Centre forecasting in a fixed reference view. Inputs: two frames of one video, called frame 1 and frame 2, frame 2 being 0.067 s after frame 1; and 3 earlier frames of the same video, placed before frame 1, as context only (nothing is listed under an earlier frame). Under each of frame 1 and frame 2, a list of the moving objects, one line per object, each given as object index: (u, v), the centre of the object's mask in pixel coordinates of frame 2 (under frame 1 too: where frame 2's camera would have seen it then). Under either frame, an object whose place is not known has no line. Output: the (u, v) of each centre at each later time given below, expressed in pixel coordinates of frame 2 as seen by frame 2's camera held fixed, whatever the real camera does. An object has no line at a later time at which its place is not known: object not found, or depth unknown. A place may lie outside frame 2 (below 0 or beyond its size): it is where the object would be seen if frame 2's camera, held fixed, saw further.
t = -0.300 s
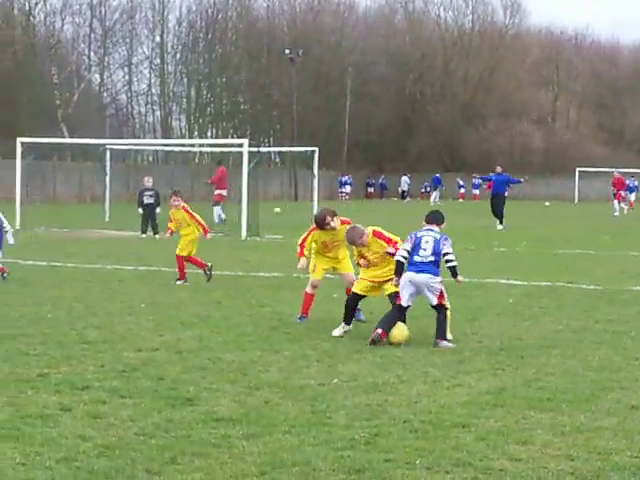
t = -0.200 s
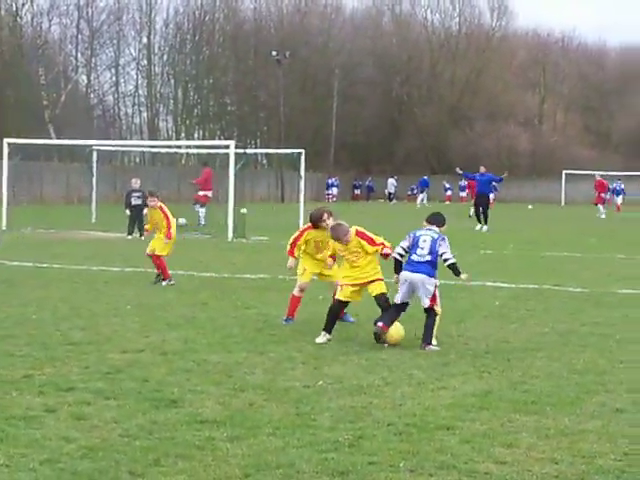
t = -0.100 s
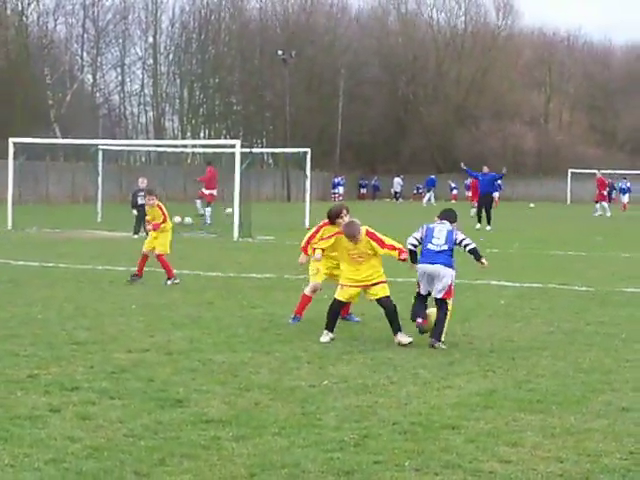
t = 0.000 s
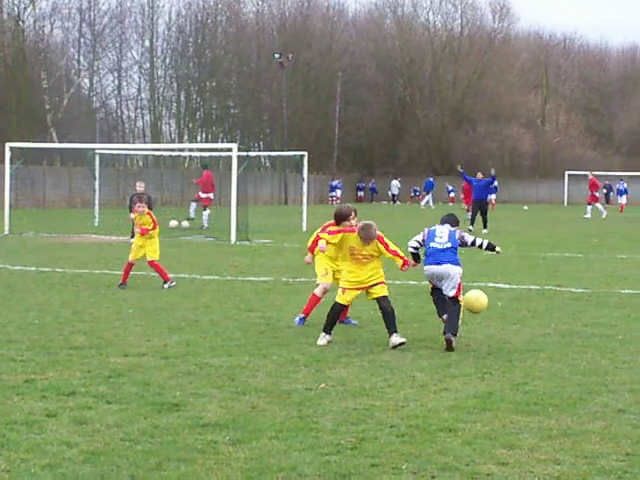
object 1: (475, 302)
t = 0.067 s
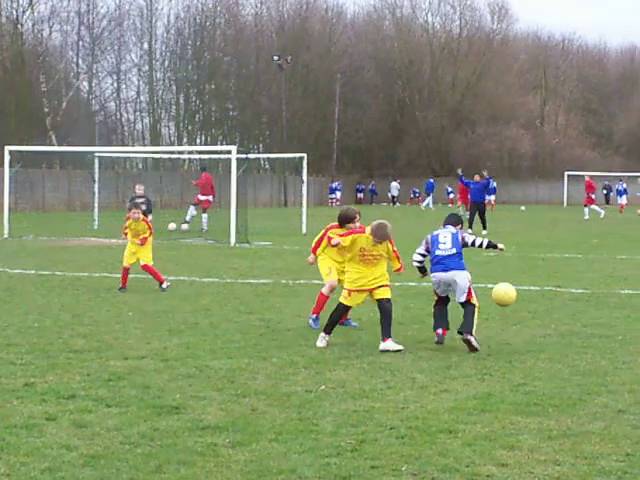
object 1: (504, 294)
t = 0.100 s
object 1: (518, 292)
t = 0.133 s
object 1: (531, 291)
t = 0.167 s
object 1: (545, 292)
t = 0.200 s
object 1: (558, 293)
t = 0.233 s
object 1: (571, 296)
